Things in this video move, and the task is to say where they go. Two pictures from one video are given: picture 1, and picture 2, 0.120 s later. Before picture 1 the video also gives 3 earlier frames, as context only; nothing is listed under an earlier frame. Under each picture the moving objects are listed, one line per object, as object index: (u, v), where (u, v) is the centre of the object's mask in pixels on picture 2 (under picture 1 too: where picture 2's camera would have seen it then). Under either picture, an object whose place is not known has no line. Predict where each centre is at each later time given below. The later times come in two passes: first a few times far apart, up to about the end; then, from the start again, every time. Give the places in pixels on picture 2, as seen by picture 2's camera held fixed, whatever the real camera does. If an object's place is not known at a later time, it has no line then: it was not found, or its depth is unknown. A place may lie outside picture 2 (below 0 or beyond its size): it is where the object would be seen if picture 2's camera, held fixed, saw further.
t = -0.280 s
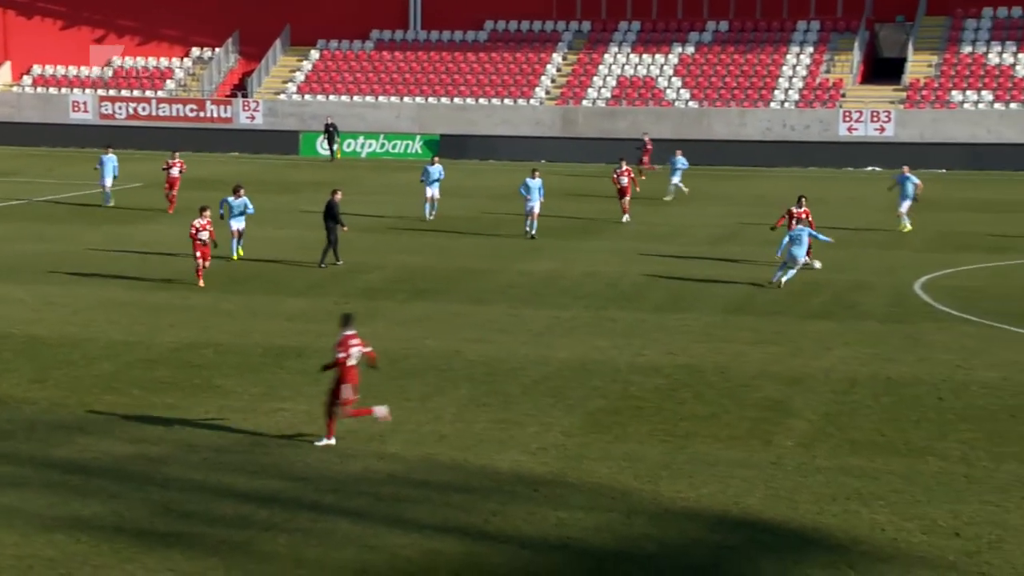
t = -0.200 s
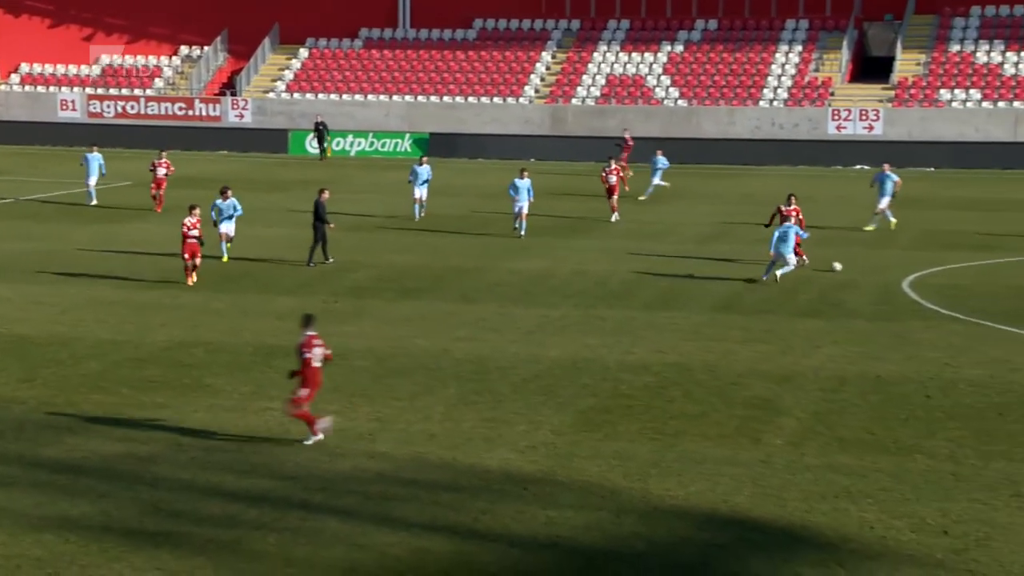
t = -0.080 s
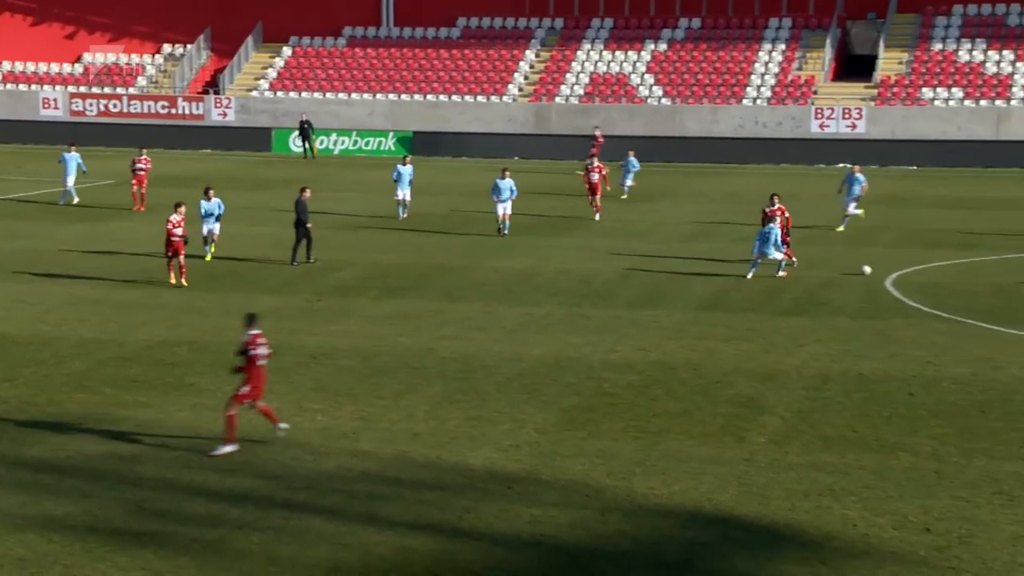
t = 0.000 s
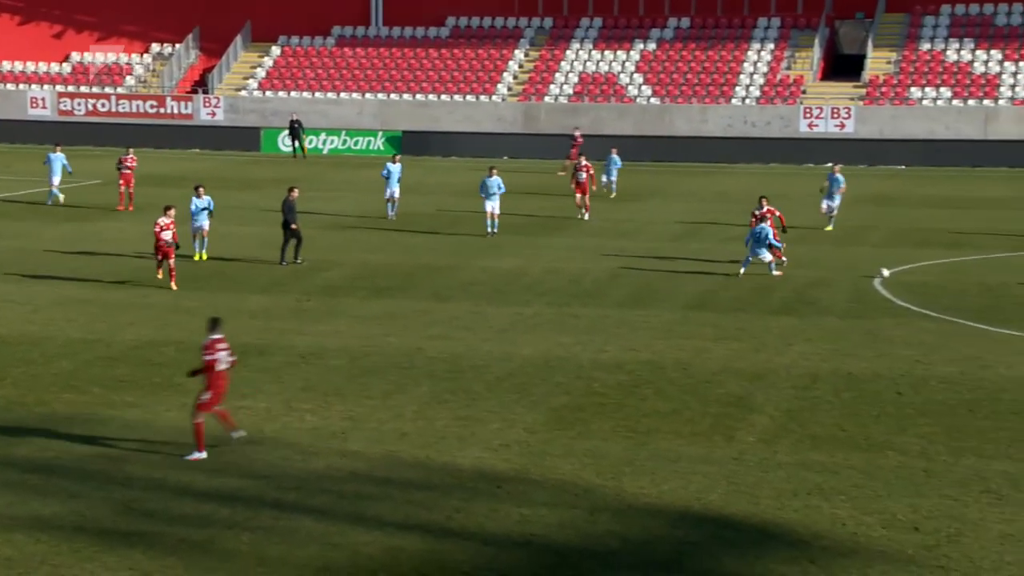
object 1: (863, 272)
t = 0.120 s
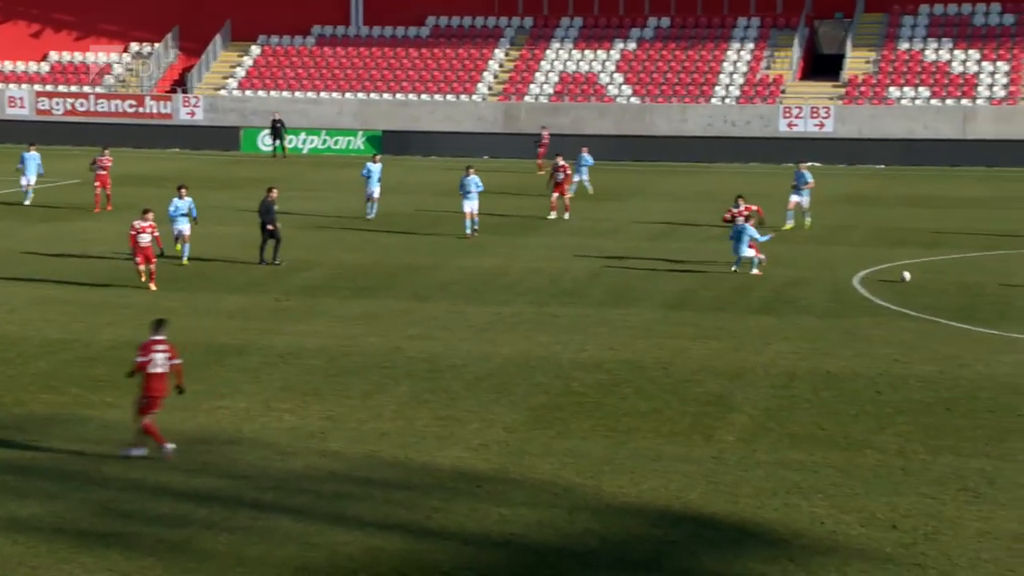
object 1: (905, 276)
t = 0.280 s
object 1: (961, 284)
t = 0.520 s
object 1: (1039, 293)
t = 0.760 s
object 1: (1111, 303)
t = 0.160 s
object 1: (919, 279)
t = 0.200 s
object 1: (933, 281)
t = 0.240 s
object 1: (947, 282)
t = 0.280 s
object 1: (961, 284)
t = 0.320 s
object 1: (974, 286)
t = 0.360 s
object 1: (988, 287)
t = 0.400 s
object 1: (1002, 289)
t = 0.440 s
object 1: (1015, 291)
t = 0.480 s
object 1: (1027, 292)
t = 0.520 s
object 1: (1039, 293)
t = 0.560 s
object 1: (1052, 295)
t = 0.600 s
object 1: (1064, 298)
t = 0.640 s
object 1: (1076, 298)
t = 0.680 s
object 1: (1087, 299)
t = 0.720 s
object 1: (1100, 301)
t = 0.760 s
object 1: (1111, 303)
